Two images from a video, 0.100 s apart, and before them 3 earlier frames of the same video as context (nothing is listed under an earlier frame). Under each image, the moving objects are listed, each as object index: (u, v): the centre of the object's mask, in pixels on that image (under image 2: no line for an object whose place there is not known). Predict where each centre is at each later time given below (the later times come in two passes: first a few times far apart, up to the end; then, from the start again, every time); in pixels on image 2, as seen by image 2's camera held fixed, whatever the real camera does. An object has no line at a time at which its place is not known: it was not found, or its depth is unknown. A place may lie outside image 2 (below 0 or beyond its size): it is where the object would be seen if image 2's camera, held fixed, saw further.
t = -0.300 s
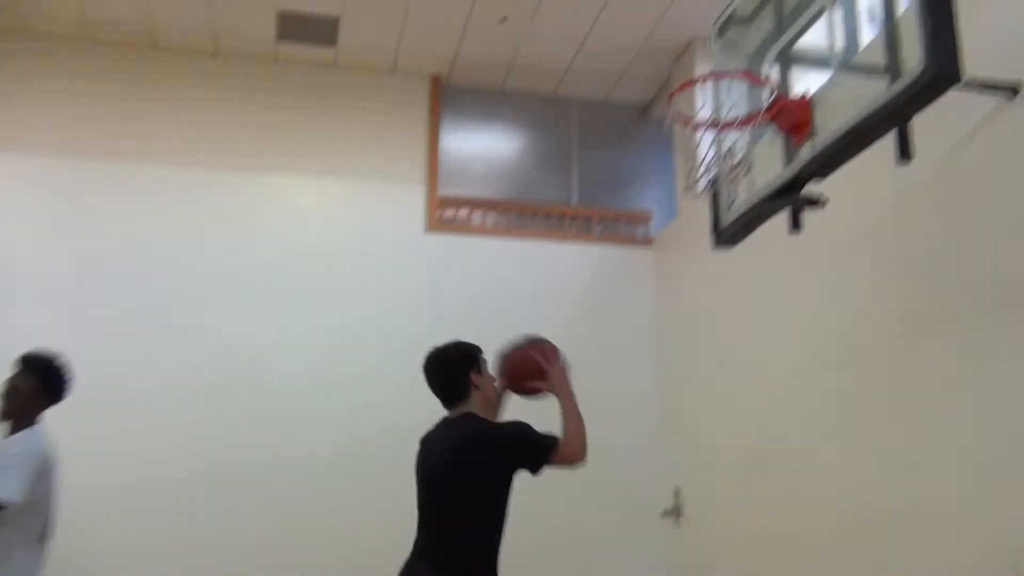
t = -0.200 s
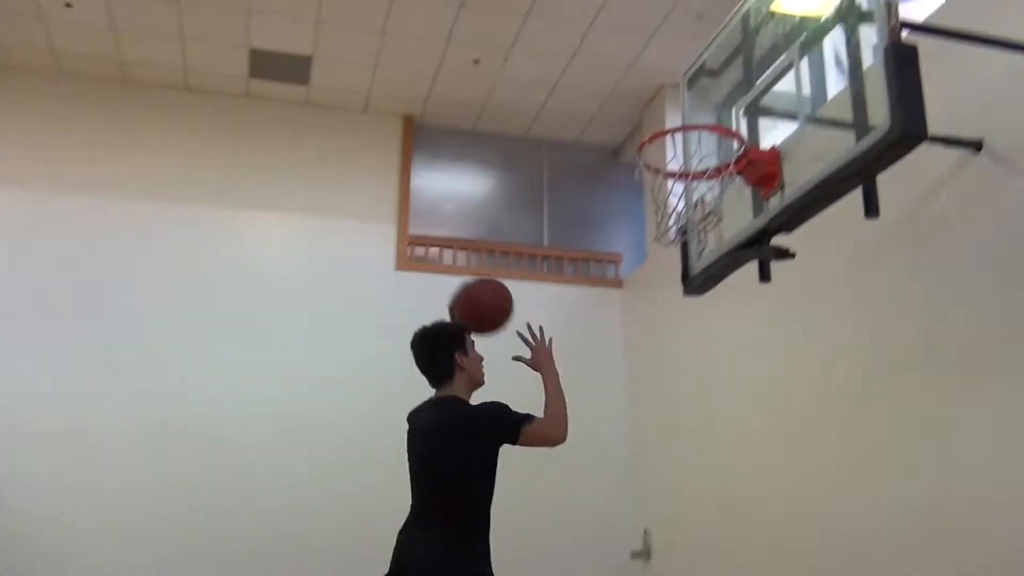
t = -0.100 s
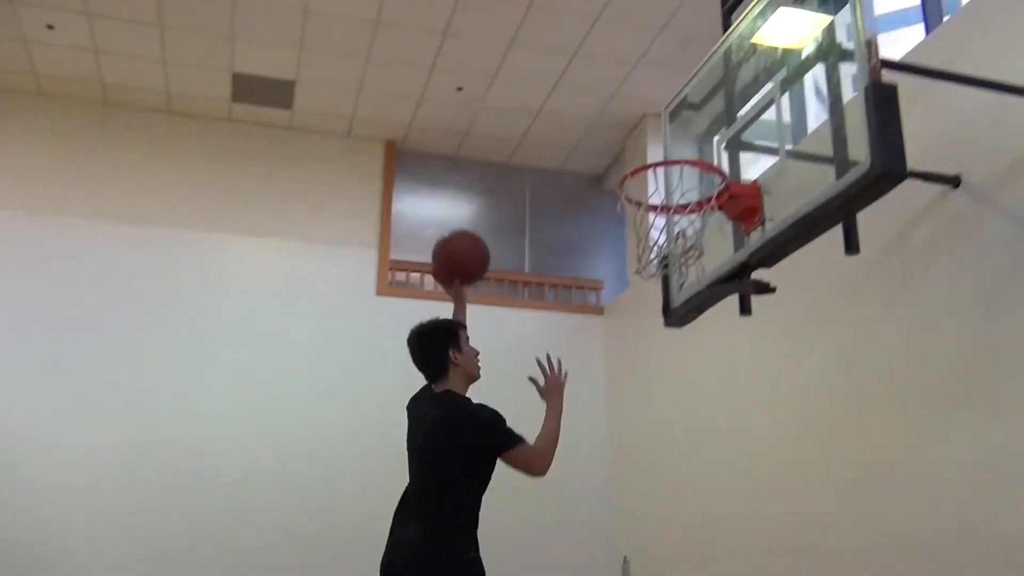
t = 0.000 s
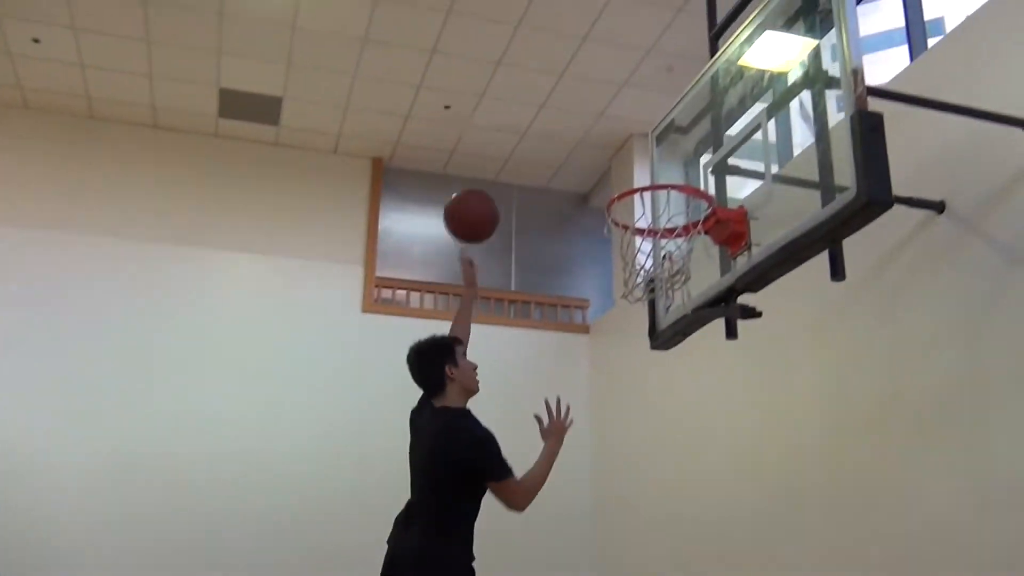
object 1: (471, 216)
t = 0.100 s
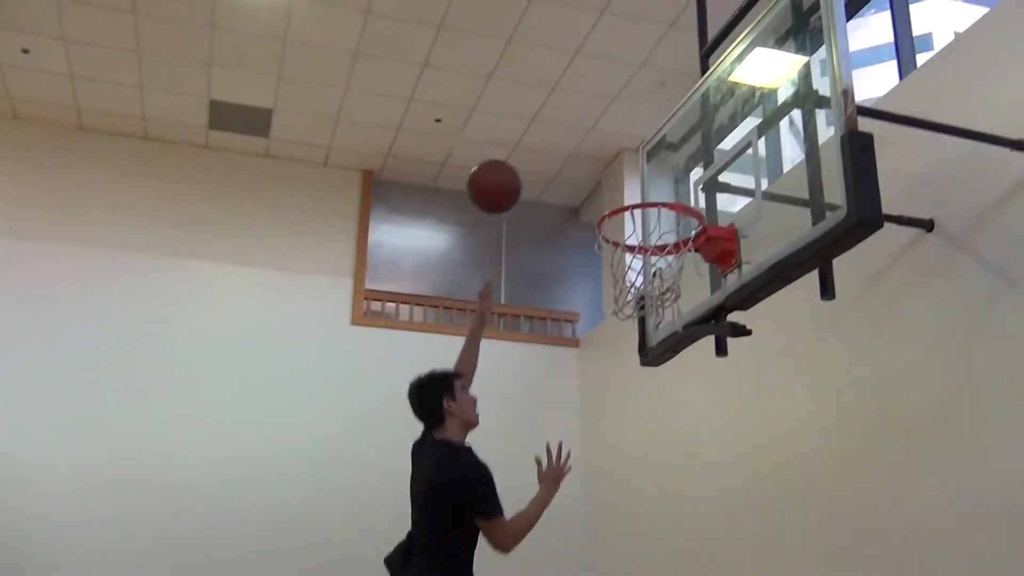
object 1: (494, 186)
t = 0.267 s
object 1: (545, 160)
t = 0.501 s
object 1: (604, 195)
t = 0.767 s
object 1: (638, 230)
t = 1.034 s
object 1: (678, 401)
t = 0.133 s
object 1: (505, 177)
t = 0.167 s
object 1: (515, 169)
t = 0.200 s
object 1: (525, 164)
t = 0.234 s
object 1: (535, 161)
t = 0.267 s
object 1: (545, 160)
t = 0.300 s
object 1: (554, 161)
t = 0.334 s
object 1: (564, 165)
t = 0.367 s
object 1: (574, 170)
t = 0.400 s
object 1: (583, 178)
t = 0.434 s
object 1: (593, 188)
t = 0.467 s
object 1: (601, 196)
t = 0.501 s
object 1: (604, 195)
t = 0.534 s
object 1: (608, 192)
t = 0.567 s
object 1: (613, 190)
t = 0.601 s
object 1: (616, 190)
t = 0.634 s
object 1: (620, 191)
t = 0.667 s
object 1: (625, 199)
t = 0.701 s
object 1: (629, 206)
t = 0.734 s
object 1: (634, 217)
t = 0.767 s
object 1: (638, 230)
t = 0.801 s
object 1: (642, 241)
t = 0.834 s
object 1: (645, 257)
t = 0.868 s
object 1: (649, 272)
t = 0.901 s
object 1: (657, 295)
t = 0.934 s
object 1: (660, 318)
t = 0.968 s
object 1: (666, 344)
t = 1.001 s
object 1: (672, 371)
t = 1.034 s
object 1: (678, 401)
